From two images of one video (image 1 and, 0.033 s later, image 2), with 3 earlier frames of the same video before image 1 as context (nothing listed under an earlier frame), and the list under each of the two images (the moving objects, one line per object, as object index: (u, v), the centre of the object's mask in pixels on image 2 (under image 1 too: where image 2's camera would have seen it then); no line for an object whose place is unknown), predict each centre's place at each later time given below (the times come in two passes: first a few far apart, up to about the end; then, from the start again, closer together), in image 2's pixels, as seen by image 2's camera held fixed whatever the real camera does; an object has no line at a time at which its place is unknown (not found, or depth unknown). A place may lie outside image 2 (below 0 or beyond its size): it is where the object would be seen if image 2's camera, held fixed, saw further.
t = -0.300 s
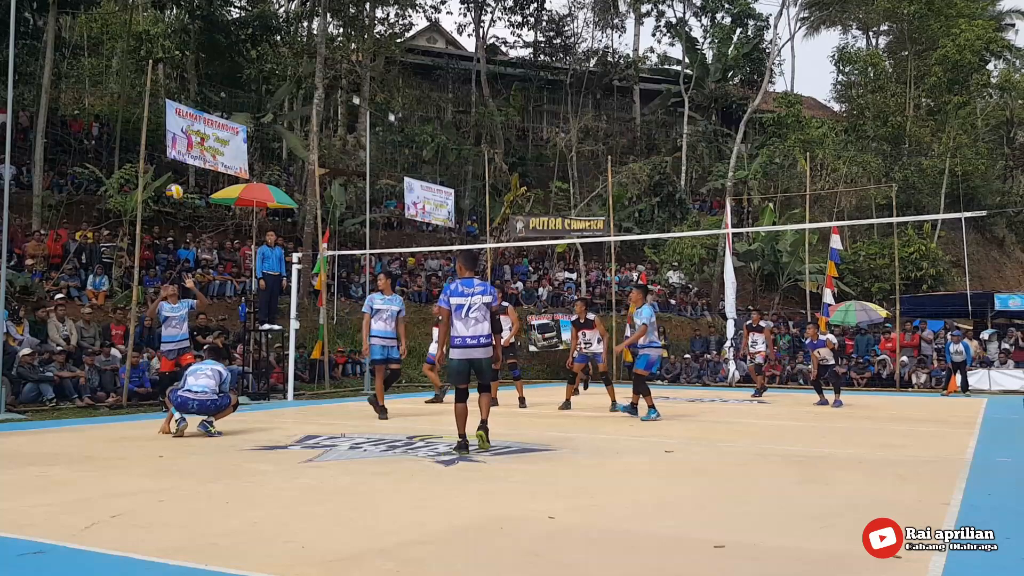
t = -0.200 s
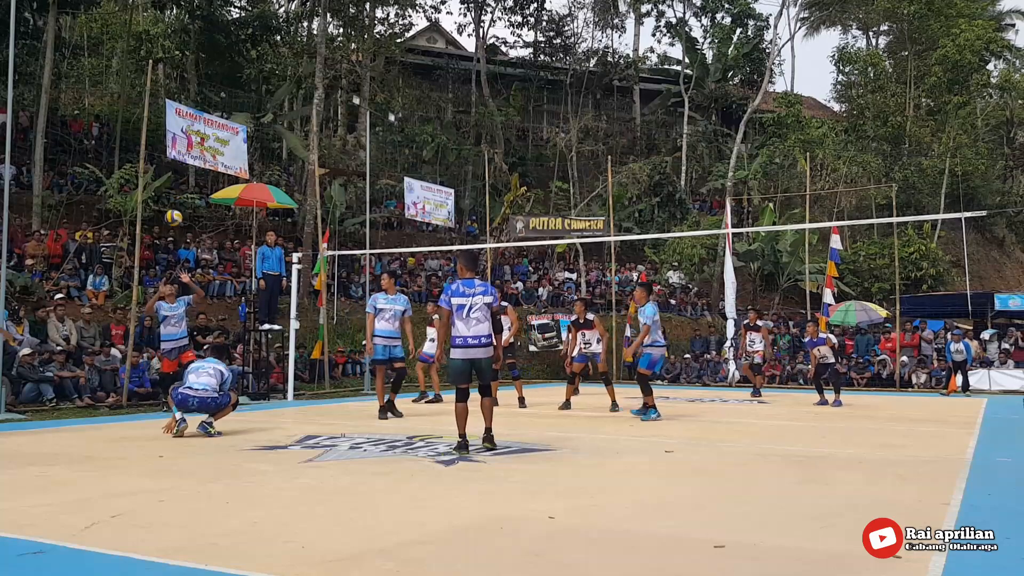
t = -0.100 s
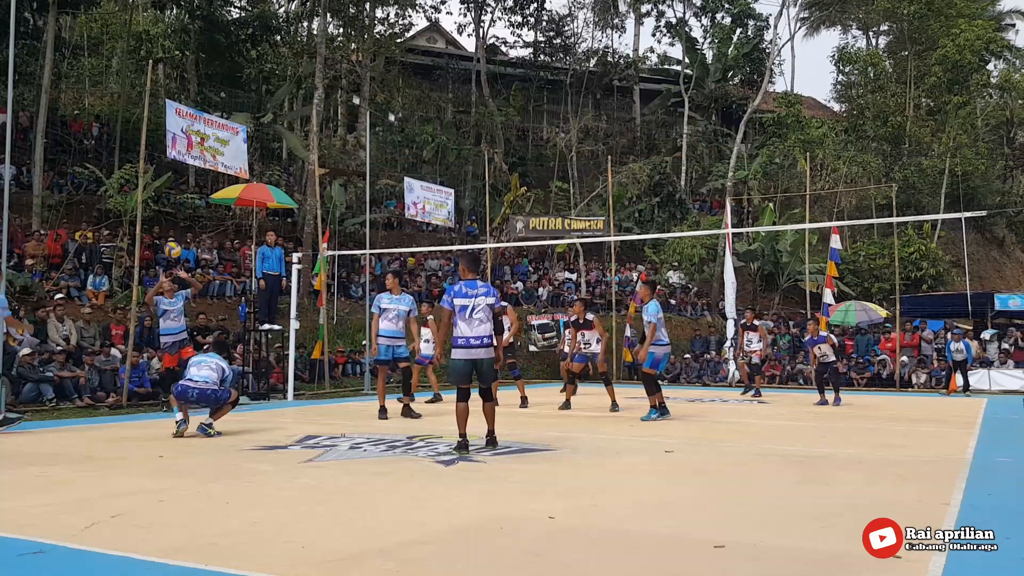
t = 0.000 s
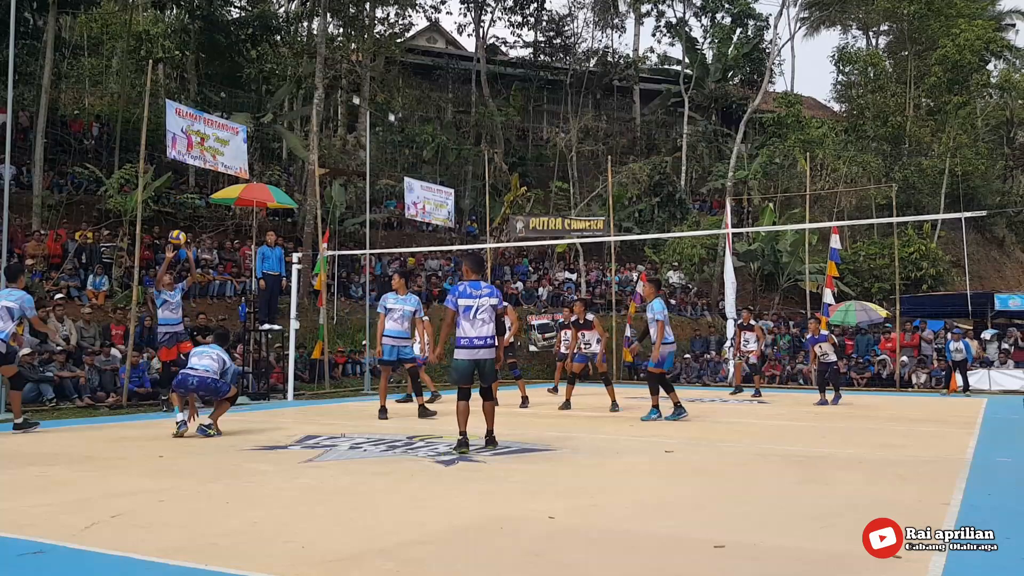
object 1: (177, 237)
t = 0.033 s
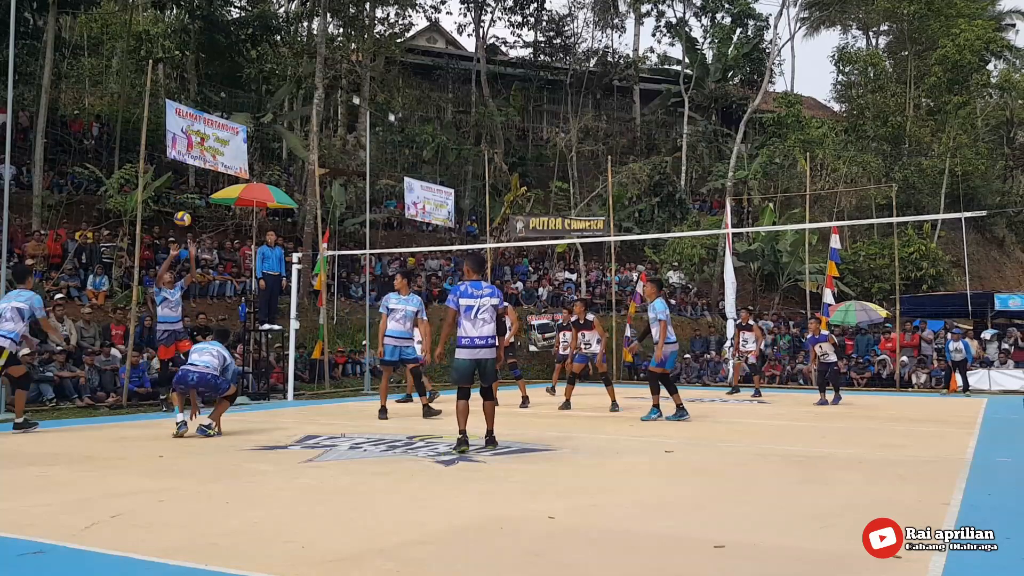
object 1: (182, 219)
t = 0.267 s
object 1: (216, 111)
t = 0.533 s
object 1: (253, 34)
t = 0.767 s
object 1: (285, 7)
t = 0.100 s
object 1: (192, 184)
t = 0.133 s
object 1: (197, 168)
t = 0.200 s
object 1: (207, 138)
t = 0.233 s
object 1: (211, 124)
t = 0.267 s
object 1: (216, 111)
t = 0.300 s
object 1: (221, 98)
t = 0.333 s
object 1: (225, 87)
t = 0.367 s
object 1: (230, 76)
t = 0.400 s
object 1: (235, 66)
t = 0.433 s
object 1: (239, 56)
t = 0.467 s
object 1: (244, 48)
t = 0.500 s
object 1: (248, 41)
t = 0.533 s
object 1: (253, 34)
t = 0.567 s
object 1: (258, 27)
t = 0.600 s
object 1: (262, 22)
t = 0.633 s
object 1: (266, 17)
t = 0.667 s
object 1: (271, 14)
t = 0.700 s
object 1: (276, 11)
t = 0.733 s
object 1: (281, 8)
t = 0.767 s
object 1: (285, 7)
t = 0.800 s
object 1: (289, 7)
